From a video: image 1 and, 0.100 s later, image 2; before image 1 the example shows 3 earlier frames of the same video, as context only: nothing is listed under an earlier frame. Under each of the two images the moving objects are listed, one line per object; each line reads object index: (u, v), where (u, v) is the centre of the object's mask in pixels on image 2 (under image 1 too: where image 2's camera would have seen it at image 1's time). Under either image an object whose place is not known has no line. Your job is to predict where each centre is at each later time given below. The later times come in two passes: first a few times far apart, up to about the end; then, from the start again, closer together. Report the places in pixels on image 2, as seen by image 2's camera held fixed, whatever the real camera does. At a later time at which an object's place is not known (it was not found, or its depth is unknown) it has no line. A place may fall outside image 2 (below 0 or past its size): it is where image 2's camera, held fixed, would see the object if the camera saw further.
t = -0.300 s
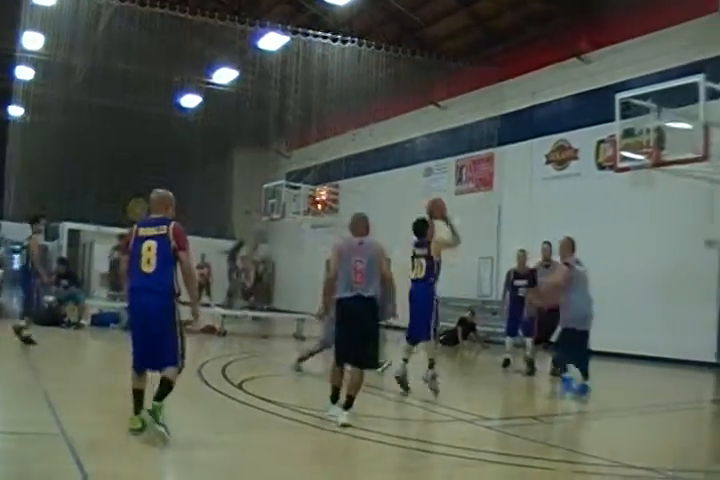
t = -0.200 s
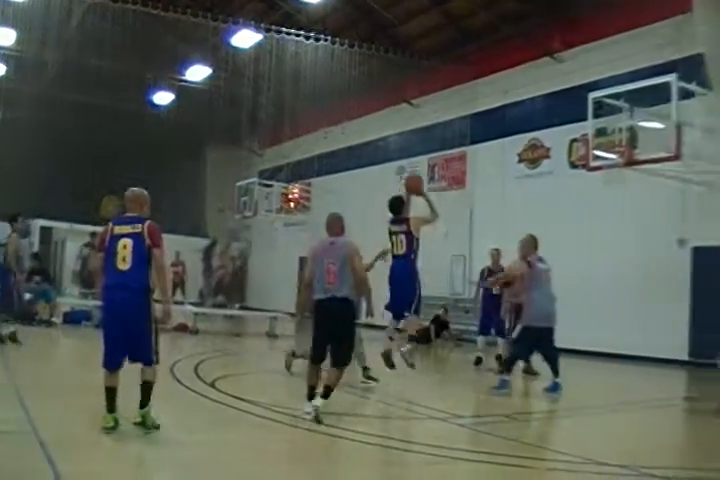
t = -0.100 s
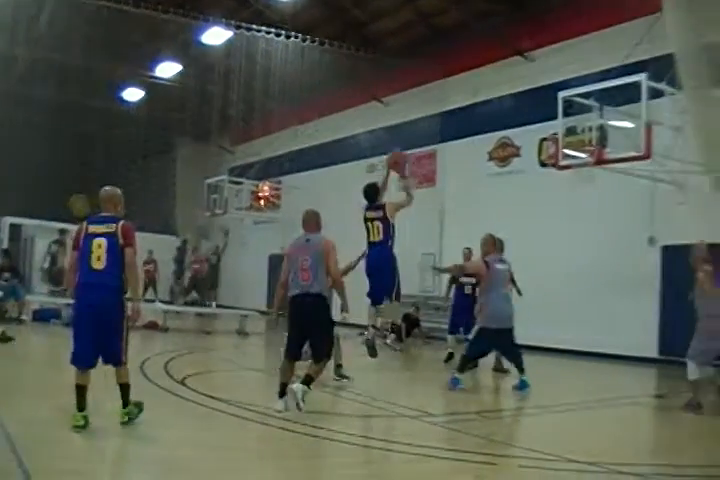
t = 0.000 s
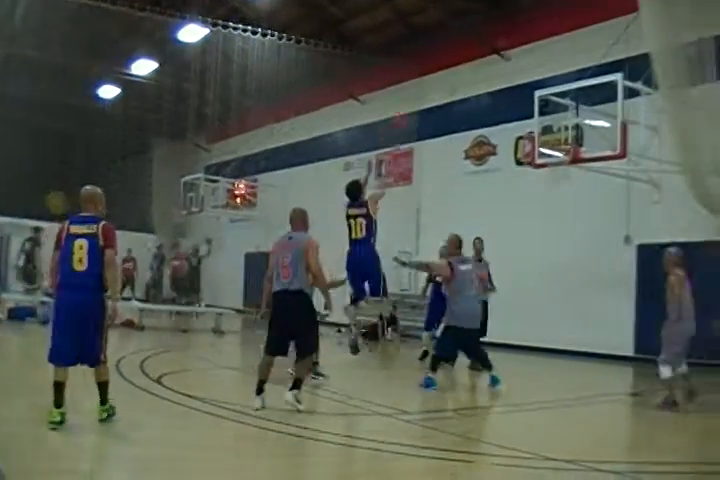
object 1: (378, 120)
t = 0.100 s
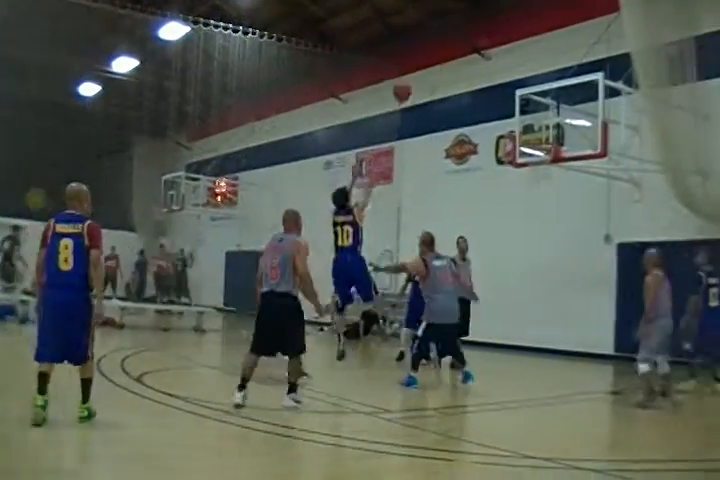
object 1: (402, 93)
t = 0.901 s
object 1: (548, 128)
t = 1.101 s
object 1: (568, 123)
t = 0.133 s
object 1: (413, 84)
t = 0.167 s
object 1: (419, 76)
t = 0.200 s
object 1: (431, 69)
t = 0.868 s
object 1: (544, 132)
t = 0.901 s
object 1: (548, 128)
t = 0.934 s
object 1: (552, 125)
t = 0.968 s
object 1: (553, 123)
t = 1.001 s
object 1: (558, 123)
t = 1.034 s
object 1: (561, 122)
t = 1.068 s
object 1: (562, 123)
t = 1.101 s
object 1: (568, 123)
